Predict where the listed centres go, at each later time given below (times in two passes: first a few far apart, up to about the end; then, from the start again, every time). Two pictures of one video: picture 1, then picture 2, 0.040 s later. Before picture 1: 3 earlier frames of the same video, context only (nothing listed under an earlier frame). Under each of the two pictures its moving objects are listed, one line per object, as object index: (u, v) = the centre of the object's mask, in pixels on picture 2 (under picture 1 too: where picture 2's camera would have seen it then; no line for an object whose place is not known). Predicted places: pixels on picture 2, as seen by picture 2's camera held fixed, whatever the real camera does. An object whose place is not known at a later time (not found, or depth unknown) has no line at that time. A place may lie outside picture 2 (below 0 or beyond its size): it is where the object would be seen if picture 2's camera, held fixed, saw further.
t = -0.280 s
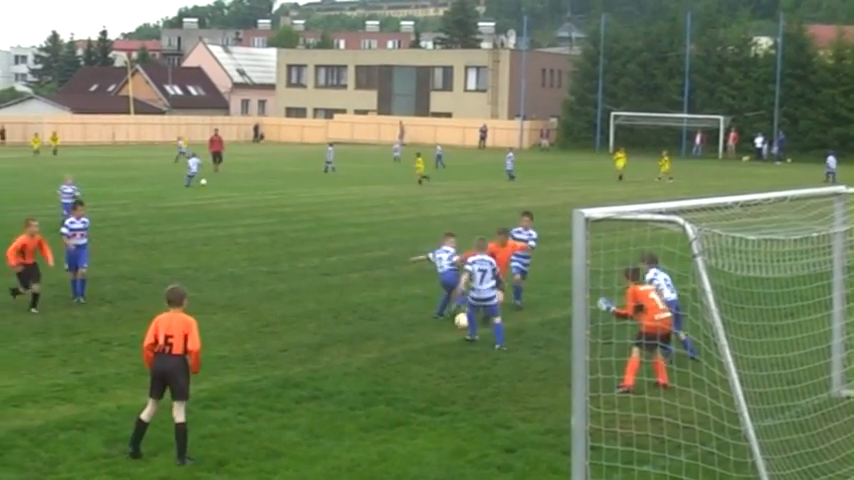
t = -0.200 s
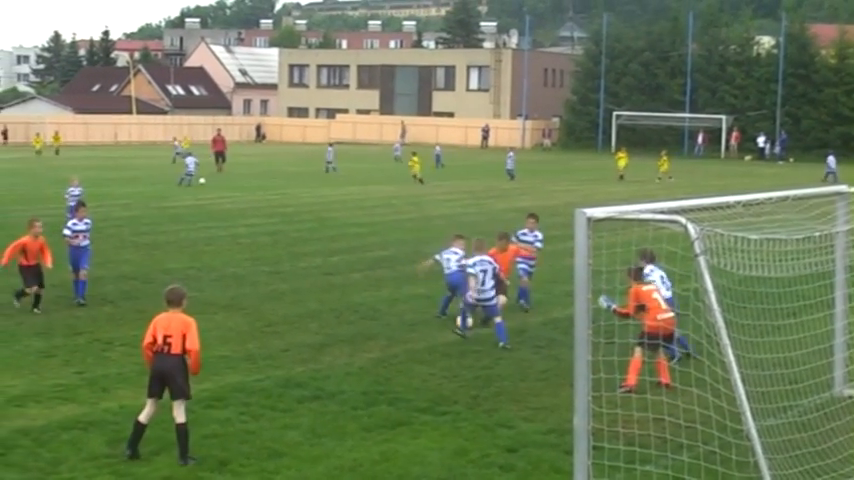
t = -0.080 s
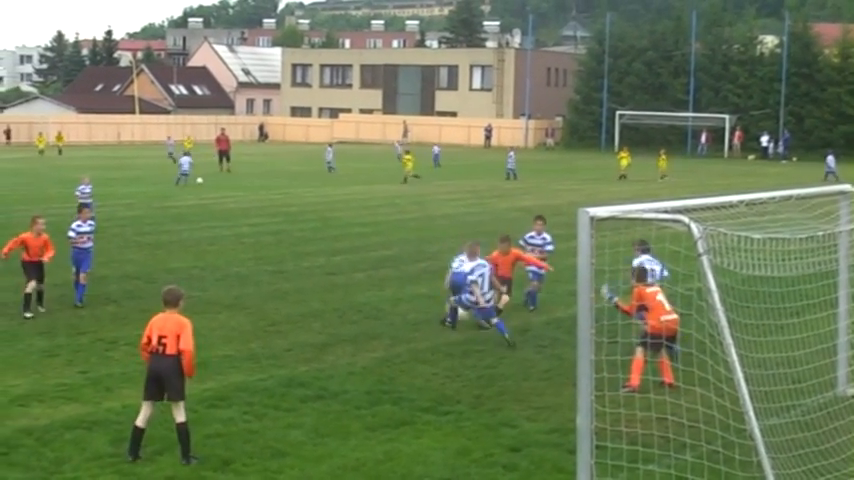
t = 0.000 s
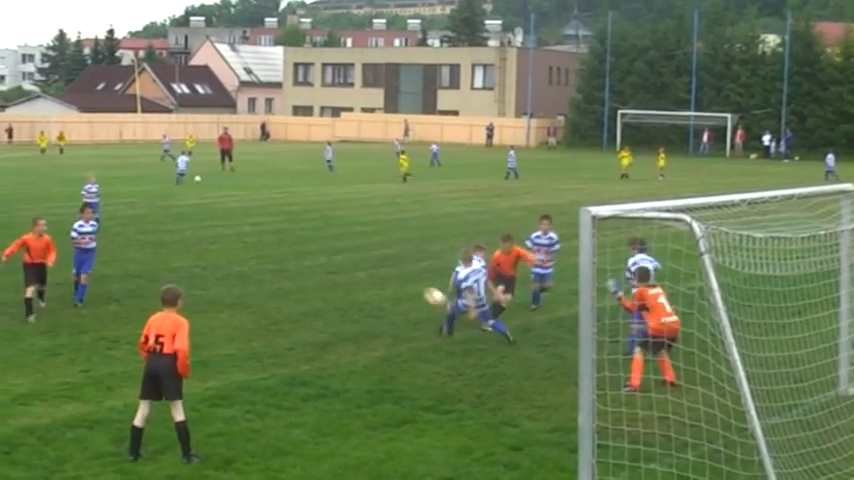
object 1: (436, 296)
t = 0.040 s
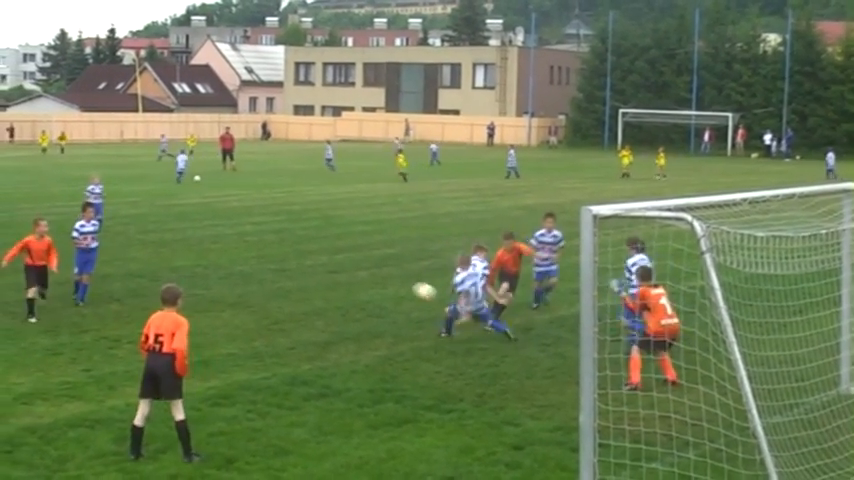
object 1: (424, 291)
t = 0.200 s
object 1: (374, 284)
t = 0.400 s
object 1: (304, 304)
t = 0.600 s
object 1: (222, 367)
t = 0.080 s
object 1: (412, 287)
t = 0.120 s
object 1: (400, 285)
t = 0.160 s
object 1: (386, 283)
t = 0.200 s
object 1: (374, 284)
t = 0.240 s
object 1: (361, 285)
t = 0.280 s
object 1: (347, 288)
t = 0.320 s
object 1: (333, 292)
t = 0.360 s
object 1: (319, 297)
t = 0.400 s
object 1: (304, 304)
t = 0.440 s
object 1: (288, 312)
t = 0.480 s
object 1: (273, 324)
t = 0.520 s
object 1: (256, 336)
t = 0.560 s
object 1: (240, 350)
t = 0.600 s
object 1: (222, 367)
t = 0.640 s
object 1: (205, 384)
